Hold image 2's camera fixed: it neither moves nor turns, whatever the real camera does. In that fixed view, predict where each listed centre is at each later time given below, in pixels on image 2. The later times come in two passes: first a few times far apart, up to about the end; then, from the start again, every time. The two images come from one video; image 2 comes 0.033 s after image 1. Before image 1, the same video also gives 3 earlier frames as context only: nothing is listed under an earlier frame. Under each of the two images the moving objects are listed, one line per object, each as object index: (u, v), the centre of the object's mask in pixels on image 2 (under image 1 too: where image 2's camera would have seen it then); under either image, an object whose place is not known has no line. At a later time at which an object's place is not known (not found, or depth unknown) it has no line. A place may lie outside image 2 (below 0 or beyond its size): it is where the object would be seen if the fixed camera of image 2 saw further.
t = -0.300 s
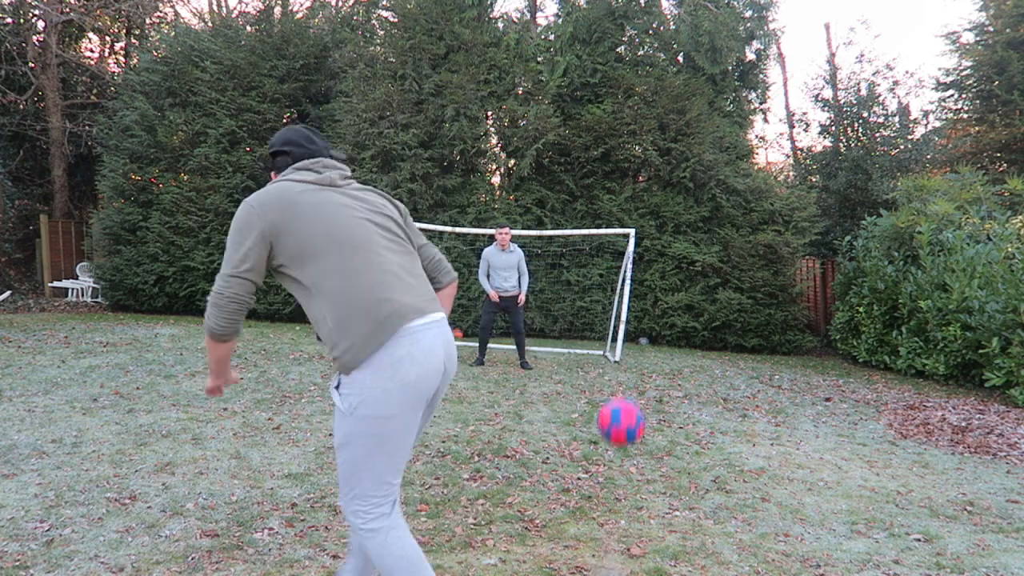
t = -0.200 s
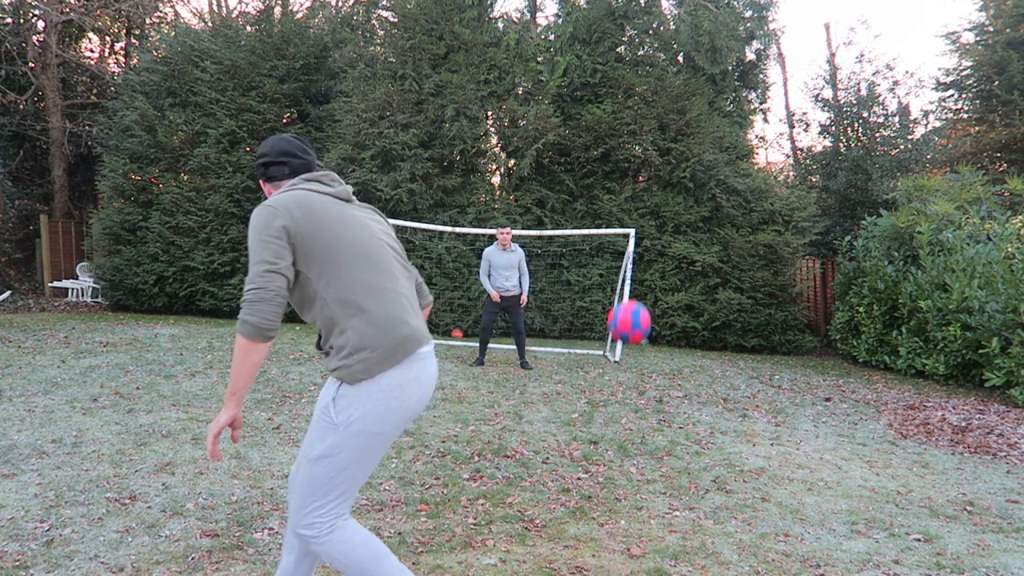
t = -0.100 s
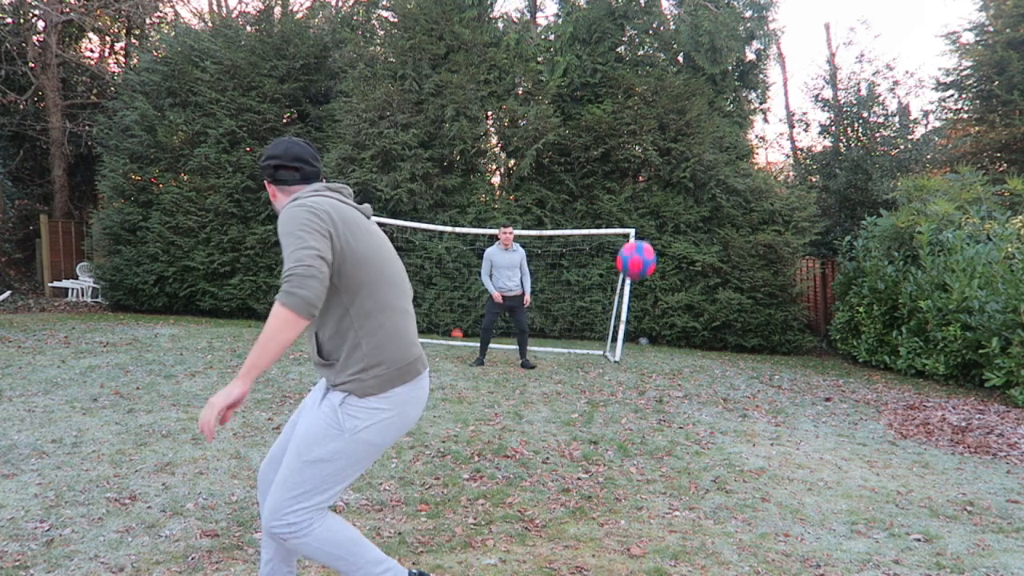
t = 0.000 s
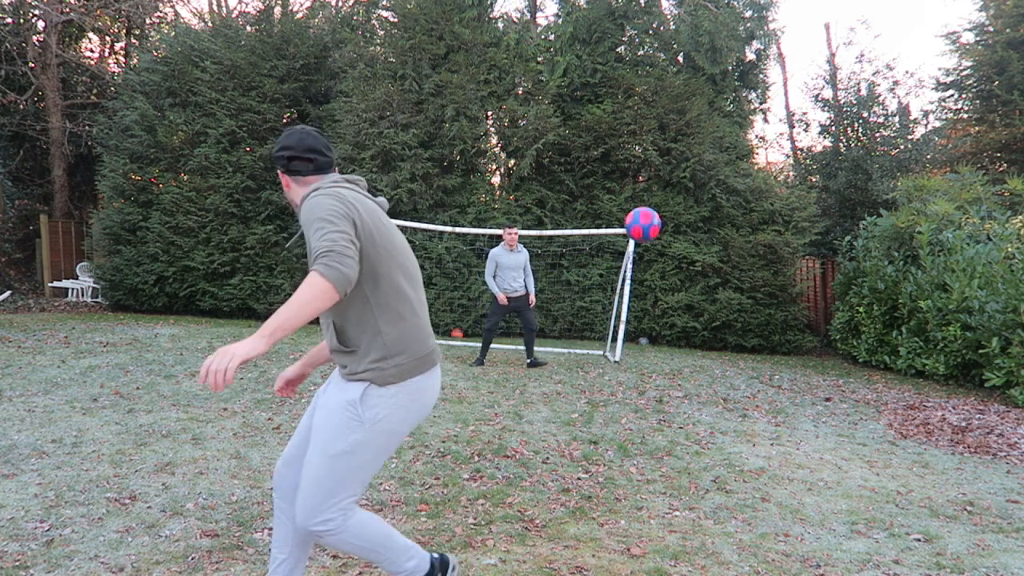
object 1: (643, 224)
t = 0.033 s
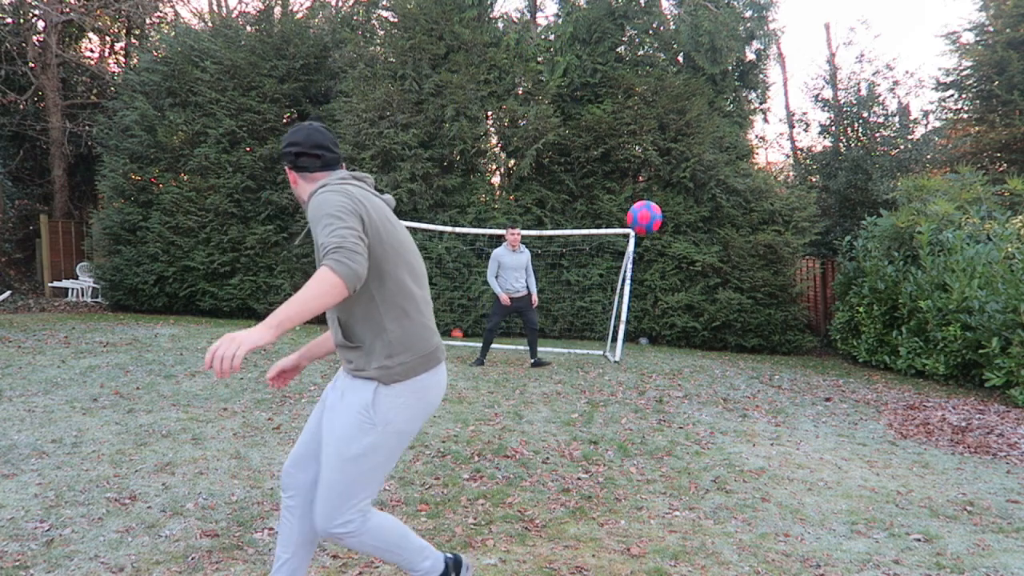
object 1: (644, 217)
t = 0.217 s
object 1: (654, 214)
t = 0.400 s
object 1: (661, 252)
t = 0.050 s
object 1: (645, 215)
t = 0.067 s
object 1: (646, 213)
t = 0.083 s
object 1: (647, 211)
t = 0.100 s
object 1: (648, 210)
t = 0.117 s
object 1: (649, 209)
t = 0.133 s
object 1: (649, 209)
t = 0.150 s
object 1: (650, 210)
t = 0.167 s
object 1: (651, 210)
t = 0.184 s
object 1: (652, 211)
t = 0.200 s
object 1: (653, 212)
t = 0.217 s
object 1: (654, 214)
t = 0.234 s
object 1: (655, 216)
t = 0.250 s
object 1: (655, 218)
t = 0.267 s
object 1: (655, 221)
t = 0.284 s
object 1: (657, 224)
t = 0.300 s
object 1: (657, 227)
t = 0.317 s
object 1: (658, 230)
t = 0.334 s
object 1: (659, 234)
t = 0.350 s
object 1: (659, 238)
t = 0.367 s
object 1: (660, 243)
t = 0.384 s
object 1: (661, 247)
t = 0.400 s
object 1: (661, 252)
